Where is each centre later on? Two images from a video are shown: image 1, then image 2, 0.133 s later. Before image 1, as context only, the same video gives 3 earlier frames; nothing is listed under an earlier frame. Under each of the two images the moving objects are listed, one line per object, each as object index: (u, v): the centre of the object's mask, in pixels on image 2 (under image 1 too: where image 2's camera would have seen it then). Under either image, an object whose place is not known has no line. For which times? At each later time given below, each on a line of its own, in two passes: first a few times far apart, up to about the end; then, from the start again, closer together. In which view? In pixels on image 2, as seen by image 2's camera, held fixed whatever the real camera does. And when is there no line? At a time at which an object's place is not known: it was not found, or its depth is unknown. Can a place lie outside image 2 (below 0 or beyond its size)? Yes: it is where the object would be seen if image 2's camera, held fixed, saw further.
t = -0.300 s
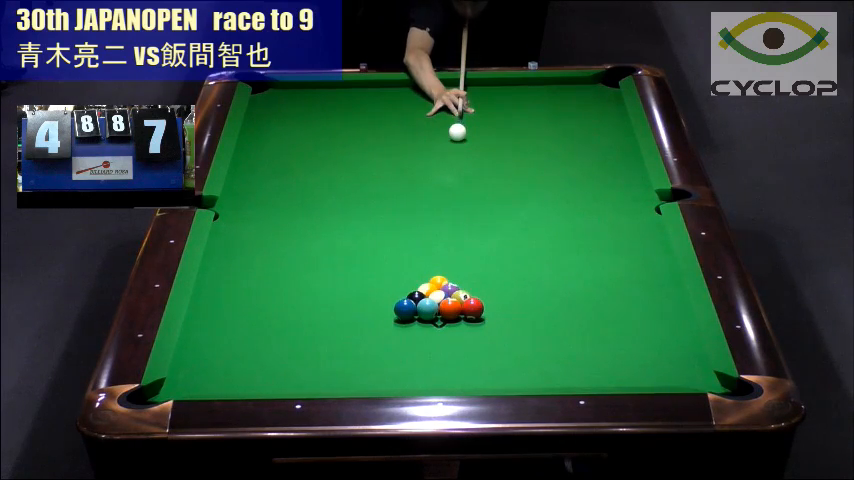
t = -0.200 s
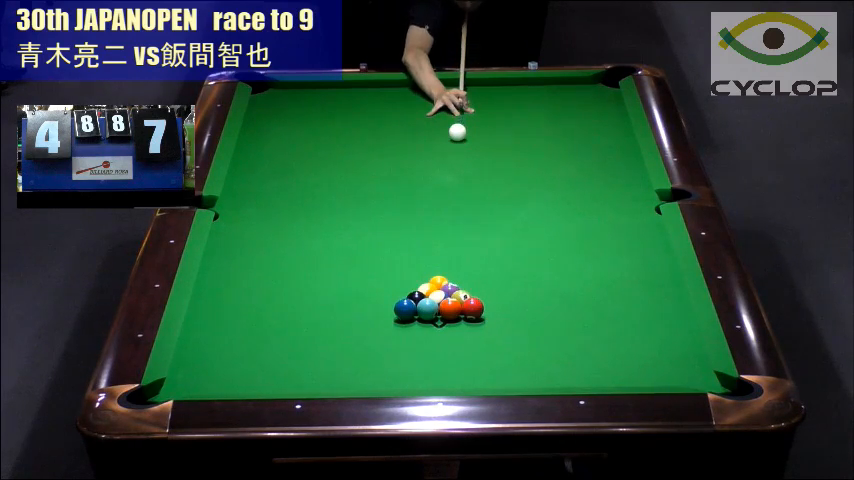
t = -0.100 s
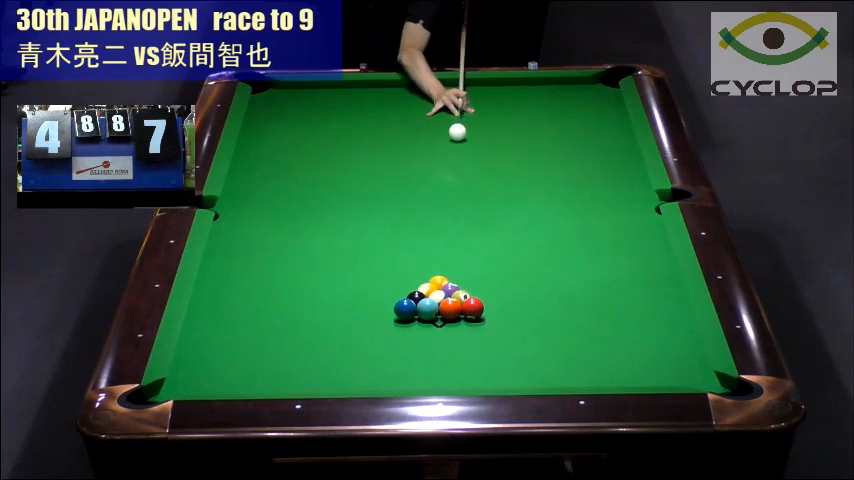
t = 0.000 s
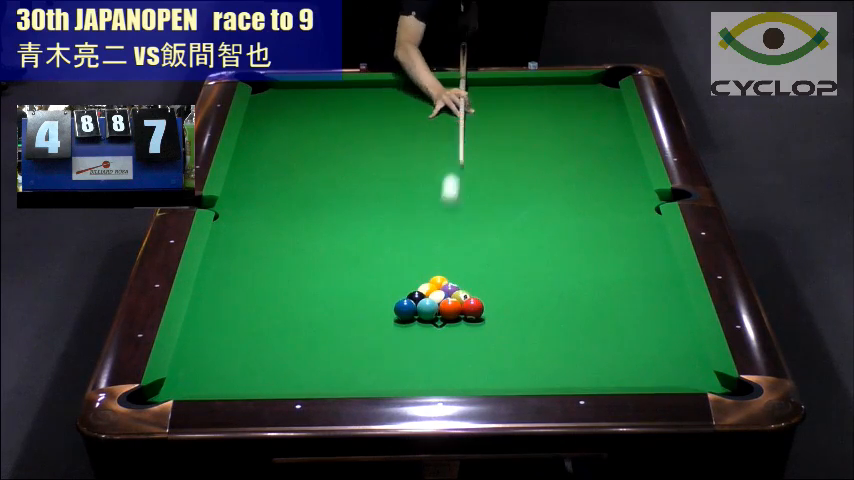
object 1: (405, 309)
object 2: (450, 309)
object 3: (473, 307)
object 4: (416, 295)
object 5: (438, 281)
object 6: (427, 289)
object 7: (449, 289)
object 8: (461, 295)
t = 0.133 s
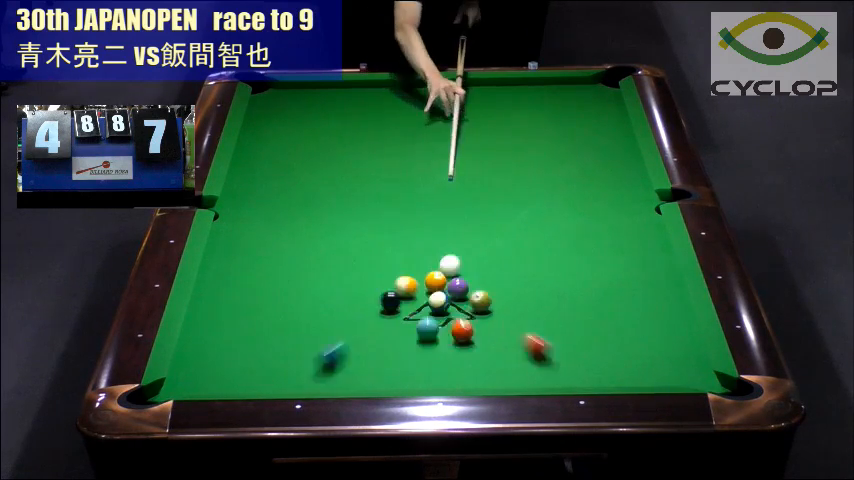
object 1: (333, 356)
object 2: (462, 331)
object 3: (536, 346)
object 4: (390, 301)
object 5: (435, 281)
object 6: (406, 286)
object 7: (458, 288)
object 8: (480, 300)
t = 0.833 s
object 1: (324, 194)
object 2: (518, 301)
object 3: (580, 214)
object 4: (216, 292)
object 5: (409, 241)
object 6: (246, 232)
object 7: (524, 247)
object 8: (643, 301)
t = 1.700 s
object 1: (522, 103)
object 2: (550, 199)
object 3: (440, 119)
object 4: (362, 258)
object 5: (384, 204)
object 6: (320, 192)
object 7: (588, 207)
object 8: (591, 293)
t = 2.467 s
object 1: (550, 170)
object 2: (568, 134)
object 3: (328, 94)
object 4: (465, 234)
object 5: (367, 179)
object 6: (402, 166)
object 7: (630, 180)
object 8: (516, 288)
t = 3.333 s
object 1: (385, 256)
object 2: (524, 86)
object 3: (311, 128)
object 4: (556, 213)
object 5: (352, 160)
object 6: (475, 143)
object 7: (623, 181)
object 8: (453, 285)
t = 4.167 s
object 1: (201, 353)
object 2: (508, 103)
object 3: (410, 159)
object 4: (607, 204)
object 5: (343, 149)
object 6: (527, 127)
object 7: (626, 194)
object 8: (416, 281)
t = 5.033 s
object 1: (252, 377)
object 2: (494, 126)
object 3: (508, 190)
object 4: (614, 207)
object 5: (338, 144)
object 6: (567, 115)
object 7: (642, 191)
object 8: (402, 280)
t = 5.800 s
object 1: (311, 353)
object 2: (484, 142)
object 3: (587, 214)
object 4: (614, 207)
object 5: (337, 143)
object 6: (590, 108)
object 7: (641, 191)
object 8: (402, 280)
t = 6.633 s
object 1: (356, 336)
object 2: (477, 154)
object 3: (642, 238)
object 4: (614, 207)
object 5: (337, 144)
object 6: (601, 105)
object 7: (641, 191)
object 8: (402, 280)
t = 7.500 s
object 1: (385, 327)
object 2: (477, 161)
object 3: (658, 257)
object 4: (614, 207)
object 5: (337, 144)
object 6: (604, 104)
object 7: (641, 191)
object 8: (402, 280)
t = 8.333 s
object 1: (394, 323)
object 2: (475, 162)
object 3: (651, 264)
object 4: (614, 207)
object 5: (337, 144)
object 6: (604, 104)
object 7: (641, 191)
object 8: (402, 280)
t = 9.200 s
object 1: (394, 323)
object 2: (475, 162)
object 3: (649, 266)
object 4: (614, 208)
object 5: (337, 144)
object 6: (604, 104)
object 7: (641, 191)
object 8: (402, 280)
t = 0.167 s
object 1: (293, 380)
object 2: (468, 342)
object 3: (569, 367)
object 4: (379, 301)
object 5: (434, 280)
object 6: (396, 283)
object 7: (461, 286)
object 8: (488, 301)
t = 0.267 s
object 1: (239, 353)
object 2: (485, 374)
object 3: (628, 358)
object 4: (347, 300)
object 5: (430, 273)
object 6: (372, 275)
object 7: (472, 280)
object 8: (512, 301)
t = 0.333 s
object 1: (216, 327)
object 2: (494, 379)
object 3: (647, 335)
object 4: (326, 299)
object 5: (427, 269)
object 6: (356, 269)
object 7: (479, 276)
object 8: (528, 301)
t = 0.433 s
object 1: (210, 295)
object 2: (499, 364)
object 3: (673, 304)
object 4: (296, 299)
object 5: (423, 263)
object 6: (332, 261)
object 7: (489, 269)
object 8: (552, 301)
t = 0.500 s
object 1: (232, 276)
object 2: (503, 353)
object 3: (665, 286)
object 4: (276, 298)
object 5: (421, 259)
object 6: (317, 257)
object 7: (495, 266)
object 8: (567, 301)
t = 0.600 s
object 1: (262, 249)
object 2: (508, 337)
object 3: (637, 262)
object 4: (246, 297)
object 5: (417, 254)
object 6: (295, 249)
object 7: (504, 259)
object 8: (591, 301)
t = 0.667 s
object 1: (282, 229)
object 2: (511, 326)
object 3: (620, 248)
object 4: (227, 296)
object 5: (415, 250)
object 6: (280, 244)
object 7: (510, 256)
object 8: (606, 301)
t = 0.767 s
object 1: (307, 210)
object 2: (516, 311)
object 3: (596, 227)
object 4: (203, 295)
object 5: (411, 245)
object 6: (259, 237)
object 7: (519, 250)
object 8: (628, 301)
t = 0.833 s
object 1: (324, 194)
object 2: (518, 301)
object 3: (580, 214)
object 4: (216, 292)
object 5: (409, 241)
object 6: (246, 232)
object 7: (524, 247)
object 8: (643, 301)
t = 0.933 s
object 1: (348, 174)
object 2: (523, 288)
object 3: (558, 195)
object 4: (234, 288)
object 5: (406, 236)
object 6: (225, 226)
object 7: (533, 241)
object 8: (665, 301)
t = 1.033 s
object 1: (370, 154)
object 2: (527, 274)
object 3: (538, 177)
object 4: (253, 283)
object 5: (403, 232)
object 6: (233, 220)
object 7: (541, 236)
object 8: (674, 301)
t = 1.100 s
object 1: (384, 141)
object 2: (530, 266)
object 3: (526, 171)
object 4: (265, 280)
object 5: (400, 228)
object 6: (242, 218)
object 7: (546, 233)
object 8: (665, 300)
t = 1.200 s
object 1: (404, 124)
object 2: (533, 253)
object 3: (511, 161)
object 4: (282, 276)
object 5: (397, 224)
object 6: (256, 213)
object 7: (554, 228)
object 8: (652, 299)
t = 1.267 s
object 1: (417, 113)
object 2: (536, 246)
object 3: (500, 155)
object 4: (293, 274)
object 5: (395, 221)
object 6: (265, 210)
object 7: (559, 225)
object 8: (643, 298)
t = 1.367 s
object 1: (435, 96)
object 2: (539, 234)
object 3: (486, 146)
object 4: (310, 270)
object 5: (393, 217)
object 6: (278, 205)
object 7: (566, 220)
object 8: (631, 297)
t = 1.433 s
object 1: (446, 86)
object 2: (541, 227)
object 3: (476, 141)
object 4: (321, 267)
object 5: (391, 214)
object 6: (287, 203)
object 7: (571, 217)
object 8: (623, 296)
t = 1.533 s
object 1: (472, 89)
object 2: (545, 216)
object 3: (462, 133)
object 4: (336, 262)
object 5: (388, 210)
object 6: (300, 198)
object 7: (578, 213)
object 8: (611, 295)
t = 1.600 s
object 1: (492, 95)
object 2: (547, 209)
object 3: (453, 127)
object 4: (348, 258)
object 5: (386, 207)
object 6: (308, 196)
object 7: (582, 210)
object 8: (603, 294)
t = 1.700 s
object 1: (522, 103)
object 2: (550, 199)
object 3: (440, 119)
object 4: (362, 258)
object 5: (384, 204)
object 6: (320, 192)
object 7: (588, 207)
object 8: (591, 293)
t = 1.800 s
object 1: (552, 111)
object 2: (553, 189)
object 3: (427, 112)
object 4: (377, 255)
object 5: (382, 200)
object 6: (332, 188)
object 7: (594, 203)
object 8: (580, 292)
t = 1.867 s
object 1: (573, 117)
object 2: (555, 184)
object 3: (419, 107)
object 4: (386, 252)
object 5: (380, 198)
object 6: (340, 185)
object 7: (599, 200)
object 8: (573, 292)
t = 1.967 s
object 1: (605, 125)
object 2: (557, 174)
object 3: (407, 100)
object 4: (401, 249)
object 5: (378, 194)
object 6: (351, 182)
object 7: (604, 196)
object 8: (563, 291)
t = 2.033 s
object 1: (625, 131)
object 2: (559, 168)
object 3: (398, 96)
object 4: (410, 247)
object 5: (376, 192)
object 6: (358, 179)
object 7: (608, 194)
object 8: (556, 291)
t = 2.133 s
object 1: (608, 139)
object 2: (562, 160)
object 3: (387, 89)
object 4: (423, 244)
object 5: (374, 189)
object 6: (368, 174)
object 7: (614, 190)
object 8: (546, 290)
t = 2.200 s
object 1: (596, 145)
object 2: (563, 155)
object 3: (380, 84)
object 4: (432, 242)
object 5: (373, 187)
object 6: (377, 172)
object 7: (617, 188)
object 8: (540, 290)
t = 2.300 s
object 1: (579, 153)
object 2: (565, 146)
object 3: (361, 87)
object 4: (444, 239)
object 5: (371, 183)
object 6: (386, 171)
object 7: (622, 185)
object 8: (530, 289)
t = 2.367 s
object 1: (567, 160)
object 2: (567, 141)
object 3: (348, 90)
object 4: (453, 237)
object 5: (369, 182)
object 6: (393, 169)
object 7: (625, 182)
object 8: (524, 289)
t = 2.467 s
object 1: (550, 170)
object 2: (568, 134)
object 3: (328, 94)
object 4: (465, 234)
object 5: (367, 179)
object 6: (402, 166)
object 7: (630, 180)
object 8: (516, 288)
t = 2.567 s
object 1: (532, 179)
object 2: (563, 128)
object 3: (308, 98)
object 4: (477, 231)
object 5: (365, 177)
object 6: (412, 163)
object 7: (635, 177)
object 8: (507, 287)
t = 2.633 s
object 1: (520, 185)
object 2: (559, 123)
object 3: (295, 101)
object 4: (484, 230)
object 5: (364, 175)
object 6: (418, 161)
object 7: (638, 175)
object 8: (501, 287)
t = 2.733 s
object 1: (502, 195)
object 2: (553, 117)
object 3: (276, 105)
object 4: (495, 227)
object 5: (362, 172)
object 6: (427, 158)
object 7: (636, 172)
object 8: (494, 286)
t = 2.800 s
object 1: (489, 201)
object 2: (550, 114)
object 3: (263, 108)
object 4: (503, 225)
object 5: (361, 171)
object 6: (433, 156)
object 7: (634, 171)
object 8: (489, 286)
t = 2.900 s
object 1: (471, 212)
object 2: (545, 108)
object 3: (259, 112)
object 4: (513, 223)
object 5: (359, 169)
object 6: (441, 153)
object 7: (631, 170)
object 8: (481, 286)
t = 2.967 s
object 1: (458, 218)
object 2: (542, 104)
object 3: (267, 115)
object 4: (520, 221)
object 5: (358, 167)
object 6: (447, 152)
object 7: (629, 171)
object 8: (476, 286)
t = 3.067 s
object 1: (439, 228)
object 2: (536, 99)
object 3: (279, 118)
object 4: (530, 219)
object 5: (357, 165)
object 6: (455, 149)
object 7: (627, 174)
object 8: (470, 286)
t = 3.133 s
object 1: (426, 235)
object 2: (534, 95)
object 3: (287, 121)
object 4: (537, 217)
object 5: (356, 164)
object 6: (460, 148)
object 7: (626, 176)
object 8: (465, 286)
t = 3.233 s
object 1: (406, 245)
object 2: (529, 90)
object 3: (300, 125)
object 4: (547, 215)
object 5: (354, 162)
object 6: (467, 145)
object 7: (624, 178)
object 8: (459, 285)
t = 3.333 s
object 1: (385, 256)
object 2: (524, 86)
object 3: (311, 128)
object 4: (556, 213)
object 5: (352, 160)
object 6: (475, 143)
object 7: (623, 181)
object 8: (453, 285)
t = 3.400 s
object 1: (372, 263)
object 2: (522, 82)
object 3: (319, 131)
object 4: (562, 211)
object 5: (351, 159)
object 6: (480, 141)
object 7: (622, 183)
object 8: (449, 285)
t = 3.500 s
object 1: (351, 274)
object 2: (520, 83)
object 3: (331, 135)
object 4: (571, 209)
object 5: (350, 158)
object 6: (486, 139)
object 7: (621, 186)
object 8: (443, 284)
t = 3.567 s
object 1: (337, 281)
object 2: (518, 86)
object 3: (339, 137)
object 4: (576, 208)
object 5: (349, 157)
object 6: (491, 138)
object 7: (620, 188)
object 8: (440, 284)
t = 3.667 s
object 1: (315, 292)
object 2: (517, 89)
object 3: (352, 139)
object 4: (585, 206)
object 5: (348, 155)
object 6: (498, 136)
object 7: (618, 190)
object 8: (435, 284)
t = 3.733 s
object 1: (301, 301)
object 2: (515, 91)
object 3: (360, 143)
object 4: (590, 205)
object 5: (347, 154)
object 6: (502, 135)
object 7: (617, 191)
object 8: (432, 283)
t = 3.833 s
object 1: (278, 312)
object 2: (514, 94)
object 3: (371, 147)
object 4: (598, 203)
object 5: (346, 153)
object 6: (508, 133)
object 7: (616, 194)
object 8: (428, 283)
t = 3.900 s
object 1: (263, 320)
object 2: (512, 96)
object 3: (379, 150)
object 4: (603, 202)
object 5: (345, 152)
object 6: (512, 131)
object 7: (617, 194)
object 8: (425, 283)
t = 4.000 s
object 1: (240, 332)
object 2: (511, 99)
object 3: (391, 154)
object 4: (605, 203)
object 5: (345, 151)
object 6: (518, 130)
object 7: (620, 194)
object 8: (422, 282)
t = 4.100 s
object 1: (217, 345)
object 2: (509, 102)
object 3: (402, 157)
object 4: (606, 204)
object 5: (344, 150)
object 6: (524, 128)
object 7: (623, 194)
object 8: (418, 281)
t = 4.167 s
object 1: (201, 353)
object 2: (508, 103)
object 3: (410, 159)
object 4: (607, 204)
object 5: (343, 149)
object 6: (527, 127)
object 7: (626, 194)
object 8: (416, 281)
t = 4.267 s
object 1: (184, 364)
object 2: (506, 106)
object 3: (422, 163)
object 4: (608, 205)
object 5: (343, 148)
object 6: (533, 126)
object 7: (629, 194)
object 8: (413, 281)
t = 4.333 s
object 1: (190, 369)
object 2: (505, 108)
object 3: (429, 166)
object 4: (609, 205)
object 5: (342, 148)
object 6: (536, 124)
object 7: (631, 193)
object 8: (411, 281)
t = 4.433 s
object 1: (198, 376)
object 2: (503, 111)
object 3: (441, 169)
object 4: (610, 206)
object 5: (341, 147)
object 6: (541, 123)
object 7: (634, 193)
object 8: (409, 281)
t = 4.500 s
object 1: (204, 379)
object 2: (502, 113)
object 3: (449, 171)
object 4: (611, 206)
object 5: (341, 146)
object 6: (544, 122)
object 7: (636, 193)
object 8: (408, 280)
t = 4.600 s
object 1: (213, 383)
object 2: (501, 115)
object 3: (460, 175)
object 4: (612, 207)
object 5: (340, 146)
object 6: (549, 121)
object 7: (639, 193)
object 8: (406, 281)
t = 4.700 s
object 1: (222, 385)
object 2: (499, 118)
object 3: (471, 179)
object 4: (613, 207)
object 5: (339, 145)
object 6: (554, 119)
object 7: (641, 192)
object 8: (404, 280)
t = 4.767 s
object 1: (228, 384)
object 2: (498, 119)
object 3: (479, 181)
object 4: (613, 207)
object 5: (339, 145)
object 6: (557, 119)
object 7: (642, 192)
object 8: (404, 280)
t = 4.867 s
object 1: (238, 382)
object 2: (496, 122)
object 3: (490, 184)
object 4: (613, 207)
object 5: (338, 144)
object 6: (561, 117)
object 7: (643, 191)
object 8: (402, 280)
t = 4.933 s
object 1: (244, 380)
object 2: (496, 124)
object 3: (497, 186)
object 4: (614, 207)
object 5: (338, 144)
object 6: (563, 117)
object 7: (643, 191)
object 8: (402, 280)
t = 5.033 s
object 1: (252, 377)
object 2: (494, 126)
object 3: (508, 190)
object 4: (614, 207)
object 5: (338, 144)
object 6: (567, 115)
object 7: (642, 191)
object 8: (402, 280)
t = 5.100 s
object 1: (258, 375)
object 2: (493, 127)
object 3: (515, 192)
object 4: (614, 207)
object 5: (337, 143)
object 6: (569, 115)
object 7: (642, 191)
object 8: (401, 280)
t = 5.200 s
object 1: (267, 371)
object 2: (492, 130)
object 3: (526, 195)
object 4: (614, 207)
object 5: (337, 143)
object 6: (573, 113)
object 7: (641, 191)
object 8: (401, 280)
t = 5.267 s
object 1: (273, 369)
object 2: (491, 131)
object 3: (533, 197)
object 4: (614, 207)
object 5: (337, 143)
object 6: (575, 113)
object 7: (641, 191)
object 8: (401, 280)
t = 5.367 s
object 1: (280, 366)
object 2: (489, 133)
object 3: (544, 200)
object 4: (614, 207)
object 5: (337, 143)
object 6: (578, 112)
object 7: (641, 191)
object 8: (401, 280)
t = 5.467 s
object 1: (288, 363)
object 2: (488, 135)
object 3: (554, 204)
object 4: (614, 207)
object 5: (337, 143)
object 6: (581, 111)
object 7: (641, 191)
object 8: (402, 280)
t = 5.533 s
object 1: (293, 361)
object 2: (487, 137)
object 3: (561, 206)
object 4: (614, 207)
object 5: (337, 143)
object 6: (583, 111)
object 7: (641, 191)
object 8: (402, 280)
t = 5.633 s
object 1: (300, 357)
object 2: (486, 139)
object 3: (571, 209)
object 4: (614, 207)
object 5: (337, 143)
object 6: (585, 110)
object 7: (641, 191)
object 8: (402, 280)
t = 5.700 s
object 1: (305, 356)
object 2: (485, 140)
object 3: (578, 211)
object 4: (614, 207)
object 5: (337, 143)
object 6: (587, 109)
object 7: (641, 191)
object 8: (402, 280)
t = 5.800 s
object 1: (311, 353)
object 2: (484, 142)
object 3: (587, 214)
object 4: (614, 207)
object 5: (337, 143)
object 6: (590, 108)
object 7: (641, 191)
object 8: (402, 280)
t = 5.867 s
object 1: (316, 351)
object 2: (484, 143)
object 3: (594, 216)
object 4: (614, 207)
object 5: (337, 143)
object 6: (591, 108)
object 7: (641, 191)
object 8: (402, 280)
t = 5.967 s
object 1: (322, 349)
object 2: (482, 145)
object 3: (604, 219)
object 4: (615, 205)
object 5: (337, 143)
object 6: (593, 108)
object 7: (641, 191)
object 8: (402, 280)
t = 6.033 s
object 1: (326, 347)
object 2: (481, 146)
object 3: (610, 221)
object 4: (614, 205)
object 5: (337, 143)
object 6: (594, 107)
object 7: (641, 191)
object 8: (402, 280)
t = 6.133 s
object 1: (332, 345)
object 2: (481, 147)
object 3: (617, 224)
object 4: (613, 206)
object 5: (337, 144)
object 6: (596, 107)
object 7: (641, 191)
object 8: (402, 280)
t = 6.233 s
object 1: (337, 343)
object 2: (480, 149)
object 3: (622, 227)
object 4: (614, 207)
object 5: (337, 144)
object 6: (597, 106)
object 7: (641, 191)
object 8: (402, 280)
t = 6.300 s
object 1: (340, 342)
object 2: (479, 150)
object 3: (625, 229)
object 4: (614, 207)
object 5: (337, 144)
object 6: (598, 106)
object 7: (641, 191)
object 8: (402, 280)
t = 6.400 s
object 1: (346, 340)
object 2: (479, 151)
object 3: (631, 232)
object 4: (614, 207)
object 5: (337, 144)
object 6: (599, 105)
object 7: (641, 191)
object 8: (402, 280)
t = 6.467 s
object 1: (349, 338)
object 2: (478, 152)
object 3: (634, 234)
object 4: (614, 207)
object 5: (337, 144)
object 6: (600, 105)
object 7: (641, 191)
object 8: (402, 280)
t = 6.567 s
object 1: (353, 337)
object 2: (478, 153)
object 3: (639, 237)
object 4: (614, 207)
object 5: (337, 144)
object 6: (601, 105)
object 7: (641, 191)
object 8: (402, 280)
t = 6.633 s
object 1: (356, 336)
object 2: (477, 154)
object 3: (642, 238)
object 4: (614, 207)
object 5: (337, 144)
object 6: (601, 105)
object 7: (641, 191)
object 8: (402, 280)
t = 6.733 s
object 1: (361, 334)
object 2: (477, 155)
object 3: (646, 241)
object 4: (614, 207)
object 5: (337, 144)
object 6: (602, 105)
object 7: (641, 191)
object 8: (402, 280)
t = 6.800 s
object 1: (363, 333)
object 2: (477, 156)
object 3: (649, 243)
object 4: (614, 207)
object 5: (337, 144)
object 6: (602, 104)
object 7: (641, 191)
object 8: (402, 280)
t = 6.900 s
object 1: (367, 332)
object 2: (477, 157)
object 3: (653, 246)
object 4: (614, 207)
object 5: (337, 144)
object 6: (603, 105)
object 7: (641, 191)
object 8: (402, 280)
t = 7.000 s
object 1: (371, 331)
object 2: (477, 158)
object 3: (657, 248)
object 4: (614, 207)
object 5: (337, 144)
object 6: (603, 104)
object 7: (641, 191)
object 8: (402, 280)
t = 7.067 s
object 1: (373, 330)
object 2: (477, 159)
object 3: (660, 250)
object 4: (614, 207)
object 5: (337, 144)
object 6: (604, 104)
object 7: (641, 191)
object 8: (402, 280)
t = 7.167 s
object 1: (377, 329)
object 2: (477, 159)
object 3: (662, 251)
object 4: (614, 207)
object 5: (337, 144)
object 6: (604, 104)
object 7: (641, 191)
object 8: (402, 280)
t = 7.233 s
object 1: (379, 329)
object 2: (477, 160)
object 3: (661, 253)
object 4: (614, 207)
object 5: (337, 144)
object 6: (604, 104)
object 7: (641, 191)
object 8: (402, 280)
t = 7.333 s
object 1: (382, 328)
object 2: (477, 160)
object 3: (660, 254)
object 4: (614, 207)
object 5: (337, 144)
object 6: (604, 104)
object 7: (641, 191)
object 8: (402, 280)
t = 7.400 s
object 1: (383, 327)
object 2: (477, 161)
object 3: (659, 255)
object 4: (614, 207)
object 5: (337, 144)
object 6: (604, 104)
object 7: (641, 191)
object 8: (402, 280)
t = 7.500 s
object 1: (385, 327)
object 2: (477, 161)
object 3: (658, 257)
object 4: (614, 207)
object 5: (337, 144)
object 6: (604, 104)
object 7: (641, 191)
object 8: (402, 280)
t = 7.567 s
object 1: (387, 326)
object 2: (476, 162)
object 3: (657, 257)
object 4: (614, 207)
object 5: (337, 144)
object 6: (604, 104)
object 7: (641, 191)
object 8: (402, 280)
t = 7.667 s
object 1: (388, 325)
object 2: (476, 162)
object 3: (656, 258)
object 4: (614, 207)
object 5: (337, 144)
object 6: (604, 104)
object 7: (641, 191)
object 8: (402, 280)
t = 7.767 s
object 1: (390, 324)
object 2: (476, 162)
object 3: (655, 260)
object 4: (614, 207)
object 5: (337, 144)
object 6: (604, 104)
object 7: (641, 191)
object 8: (402, 280)
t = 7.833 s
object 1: (391, 324)
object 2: (476, 162)
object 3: (654, 260)
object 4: (614, 207)
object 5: (337, 144)
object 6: (604, 105)
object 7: (641, 191)
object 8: (402, 280)
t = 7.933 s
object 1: (392, 324)
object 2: (475, 162)
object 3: (653, 261)
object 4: (614, 207)
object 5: (337, 144)
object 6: (604, 104)
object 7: (641, 191)
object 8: (402, 280)
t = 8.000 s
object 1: (393, 324)
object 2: (475, 163)
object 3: (653, 262)
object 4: (614, 207)
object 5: (337, 144)
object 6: (604, 104)
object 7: (641, 191)
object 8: (402, 280)
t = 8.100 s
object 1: (394, 323)
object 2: (475, 162)
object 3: (652, 263)
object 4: (614, 207)
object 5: (337, 144)
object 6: (604, 104)
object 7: (641, 191)
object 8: (402, 280)
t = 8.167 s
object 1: (394, 323)
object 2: (475, 162)
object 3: (651, 263)
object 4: (614, 207)
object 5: (337, 144)
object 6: (604, 104)
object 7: (641, 191)
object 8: (402, 280)
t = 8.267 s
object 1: (394, 323)
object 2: (475, 162)
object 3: (651, 264)
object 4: (614, 207)
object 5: (337, 144)
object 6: (604, 104)
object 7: (641, 191)
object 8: (402, 280)
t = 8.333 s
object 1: (394, 323)
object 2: (475, 162)
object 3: (651, 264)
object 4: (614, 207)
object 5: (337, 144)
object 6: (604, 104)
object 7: (641, 191)
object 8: (402, 280)
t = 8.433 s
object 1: (394, 323)
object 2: (475, 162)
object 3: (650, 265)
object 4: (614, 207)
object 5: (337, 144)
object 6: (604, 104)
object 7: (641, 191)
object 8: (402, 280)
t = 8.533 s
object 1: (394, 323)
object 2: (475, 162)
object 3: (650, 265)
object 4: (614, 208)
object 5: (337, 144)
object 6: (604, 104)
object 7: (641, 191)
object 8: (402, 280)
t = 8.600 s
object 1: (394, 323)
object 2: (475, 162)
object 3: (650, 265)
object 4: (614, 207)
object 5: (337, 144)
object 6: (604, 104)
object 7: (641, 191)
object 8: (402, 280)
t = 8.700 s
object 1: (394, 323)
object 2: (475, 162)
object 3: (650, 265)
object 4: (614, 207)
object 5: (337, 144)
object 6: (604, 104)
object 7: (641, 191)
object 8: (402, 280)
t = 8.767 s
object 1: (394, 323)
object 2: (475, 162)
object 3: (649, 265)
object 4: (614, 207)
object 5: (337, 144)
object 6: (604, 104)
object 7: (641, 191)
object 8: (402, 280)
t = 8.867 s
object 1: (394, 323)
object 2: (475, 162)
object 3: (649, 266)
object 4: (614, 207)
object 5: (337, 144)
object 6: (604, 104)
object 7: (641, 191)
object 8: (402, 280)
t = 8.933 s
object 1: (394, 323)
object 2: (475, 162)
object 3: (649, 266)
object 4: (614, 207)
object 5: (337, 144)
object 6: (604, 104)
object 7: (641, 191)
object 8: (402, 280)
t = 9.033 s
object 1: (394, 323)
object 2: (475, 162)
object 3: (649, 266)
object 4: (614, 207)
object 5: (337, 144)
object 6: (604, 104)
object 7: (641, 191)
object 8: (402, 280)
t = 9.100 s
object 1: (394, 323)
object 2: (475, 162)
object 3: (649, 265)
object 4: (614, 208)
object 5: (337, 144)
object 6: (604, 104)
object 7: (641, 191)
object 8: (402, 280)
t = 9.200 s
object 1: (394, 323)
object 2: (475, 162)
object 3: (649, 266)
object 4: (614, 208)
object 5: (337, 144)
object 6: (604, 104)
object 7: (641, 191)
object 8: (402, 280)
